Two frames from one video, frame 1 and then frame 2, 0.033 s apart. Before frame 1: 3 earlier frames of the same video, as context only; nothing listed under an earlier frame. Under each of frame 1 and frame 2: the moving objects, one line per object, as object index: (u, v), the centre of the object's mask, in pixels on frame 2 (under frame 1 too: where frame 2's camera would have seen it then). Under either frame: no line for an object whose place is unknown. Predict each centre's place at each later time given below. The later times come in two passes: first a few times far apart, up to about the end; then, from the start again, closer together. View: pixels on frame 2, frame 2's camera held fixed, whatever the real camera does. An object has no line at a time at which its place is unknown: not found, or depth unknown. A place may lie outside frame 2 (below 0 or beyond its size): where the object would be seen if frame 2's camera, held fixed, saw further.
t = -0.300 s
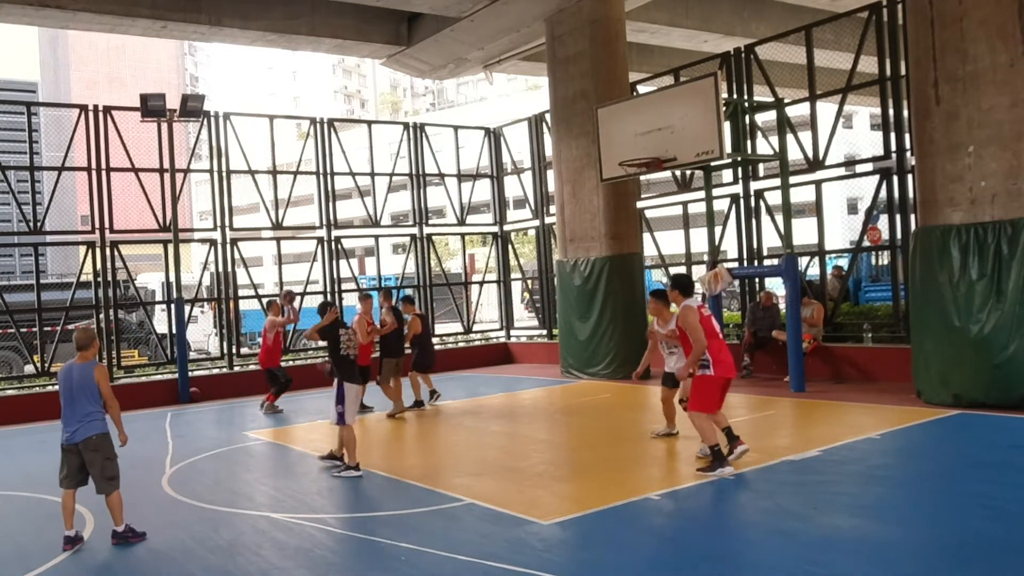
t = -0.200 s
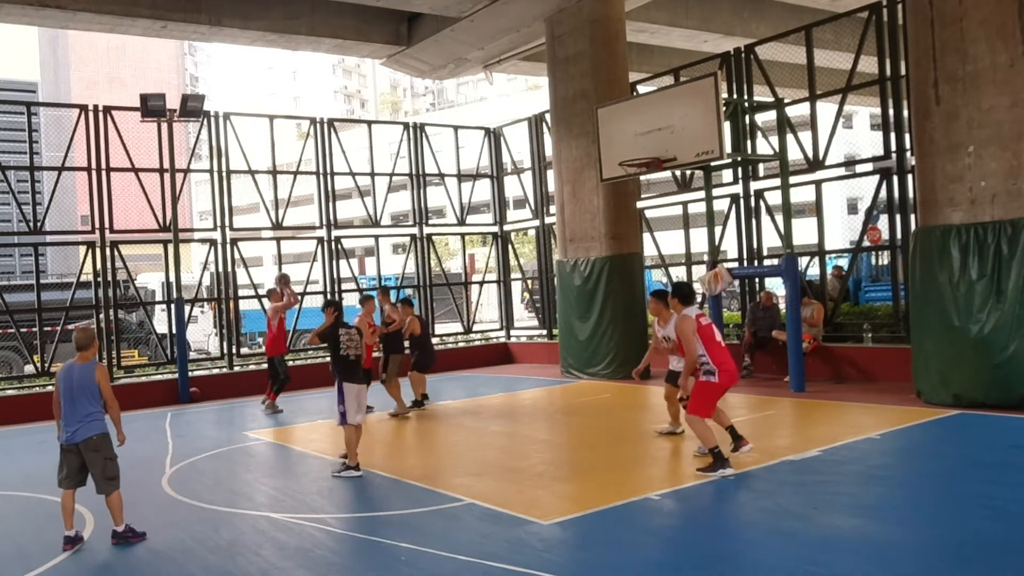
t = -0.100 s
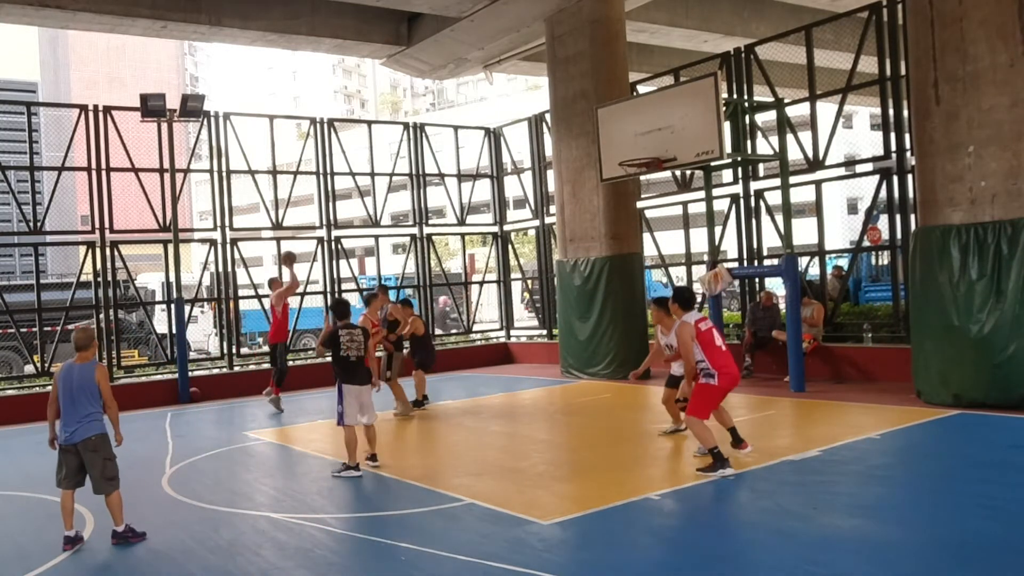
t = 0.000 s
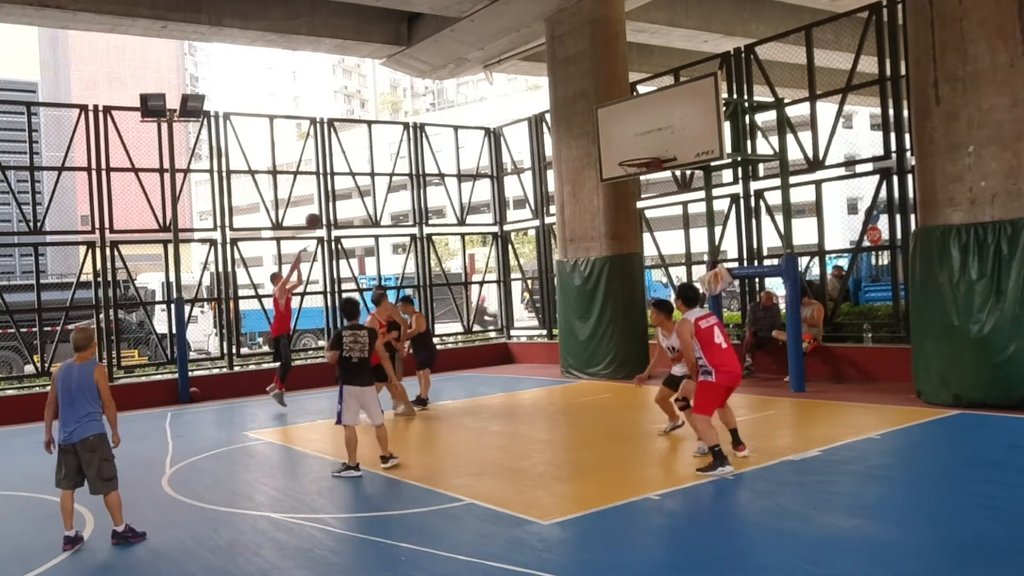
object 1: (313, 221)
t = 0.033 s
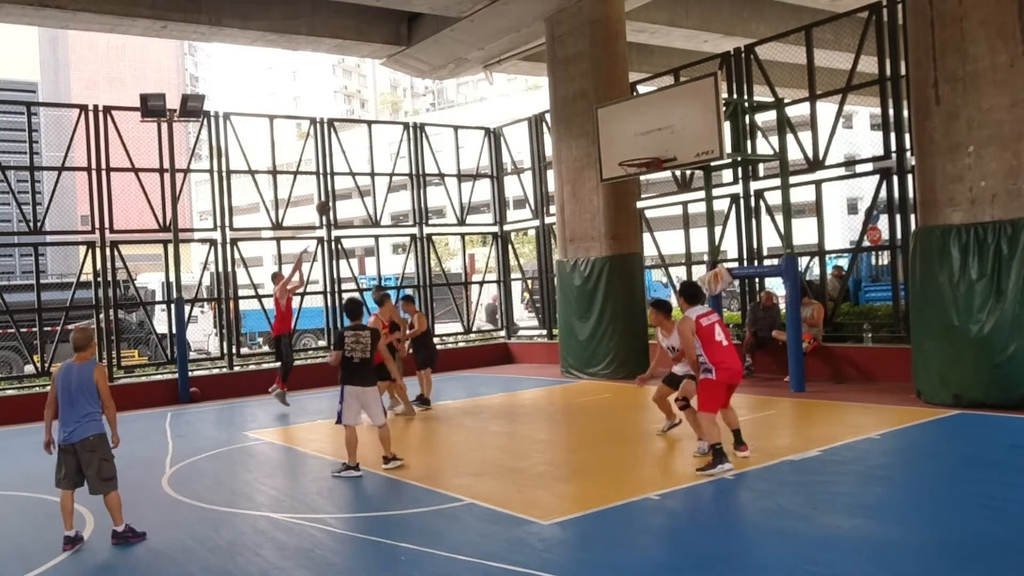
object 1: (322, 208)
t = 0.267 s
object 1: (398, 141)
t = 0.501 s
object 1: (480, 107)
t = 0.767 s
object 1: (584, 116)
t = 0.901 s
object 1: (640, 142)
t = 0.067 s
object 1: (333, 197)
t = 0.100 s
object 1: (344, 186)
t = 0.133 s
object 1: (355, 176)
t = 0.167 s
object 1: (365, 166)
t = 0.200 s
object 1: (376, 157)
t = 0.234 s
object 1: (387, 149)
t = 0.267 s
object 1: (398, 141)
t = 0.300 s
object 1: (409, 134)
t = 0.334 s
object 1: (421, 128)
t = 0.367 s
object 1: (432, 122)
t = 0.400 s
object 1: (444, 117)
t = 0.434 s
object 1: (456, 113)
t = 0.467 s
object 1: (468, 110)
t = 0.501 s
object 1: (480, 107)
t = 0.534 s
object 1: (492, 106)
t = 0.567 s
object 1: (505, 105)
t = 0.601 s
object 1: (517, 105)
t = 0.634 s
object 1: (530, 106)
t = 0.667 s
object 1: (543, 107)
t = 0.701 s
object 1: (557, 109)
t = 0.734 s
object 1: (570, 112)
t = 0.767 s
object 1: (584, 116)
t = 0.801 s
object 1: (598, 121)
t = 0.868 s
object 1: (625, 134)
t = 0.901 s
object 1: (640, 142)
